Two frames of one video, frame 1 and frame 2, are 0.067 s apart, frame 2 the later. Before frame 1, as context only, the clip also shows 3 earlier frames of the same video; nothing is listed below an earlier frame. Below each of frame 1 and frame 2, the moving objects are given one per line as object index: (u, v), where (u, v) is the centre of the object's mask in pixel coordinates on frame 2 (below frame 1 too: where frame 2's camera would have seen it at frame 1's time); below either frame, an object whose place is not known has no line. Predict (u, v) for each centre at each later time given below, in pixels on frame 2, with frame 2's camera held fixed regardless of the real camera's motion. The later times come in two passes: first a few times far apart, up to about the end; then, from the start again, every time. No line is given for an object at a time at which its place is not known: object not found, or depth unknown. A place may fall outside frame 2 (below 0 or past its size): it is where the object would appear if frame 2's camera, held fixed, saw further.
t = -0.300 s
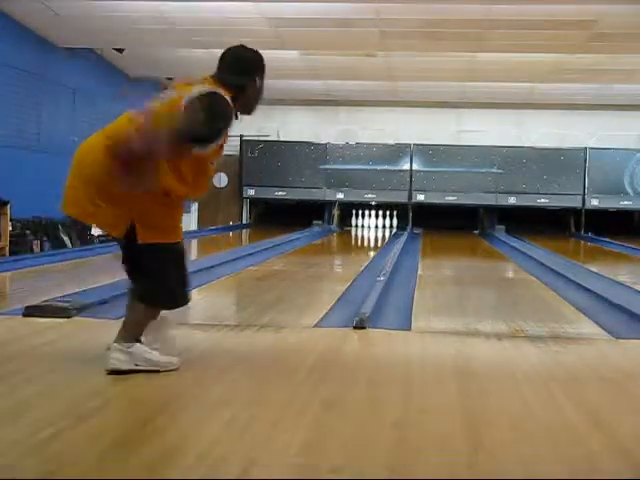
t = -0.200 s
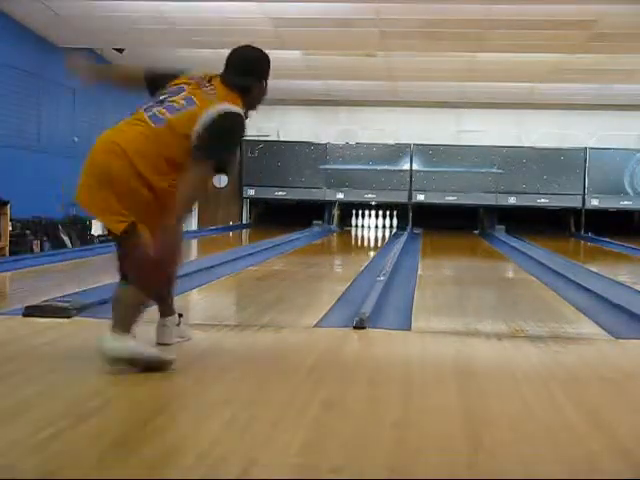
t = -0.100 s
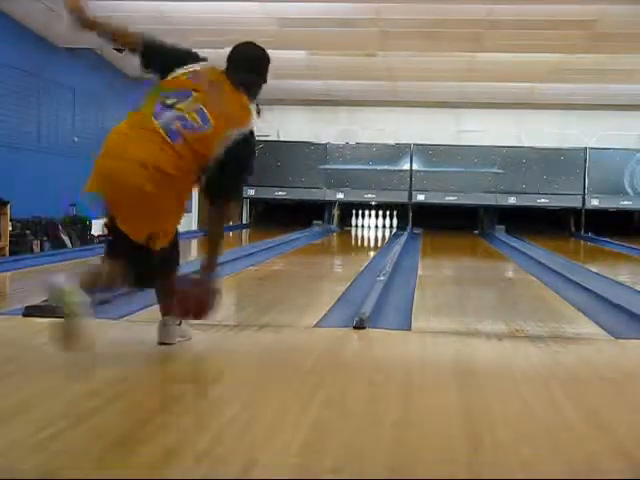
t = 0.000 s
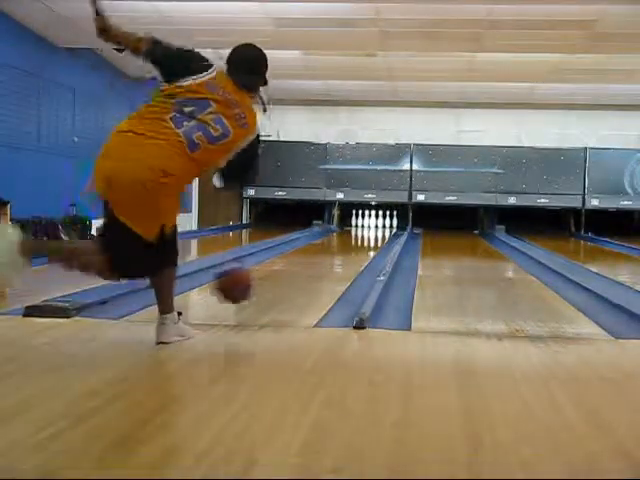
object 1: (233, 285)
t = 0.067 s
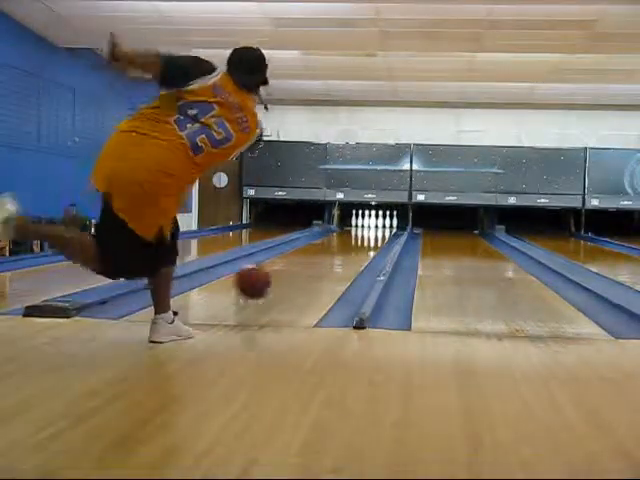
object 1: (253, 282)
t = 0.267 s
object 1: (295, 274)
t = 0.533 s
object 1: (327, 261)
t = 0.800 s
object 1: (346, 246)
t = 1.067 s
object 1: (361, 240)
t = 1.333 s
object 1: (371, 234)
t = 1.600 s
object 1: (373, 232)
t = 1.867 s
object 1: (377, 227)
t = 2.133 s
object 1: (377, 225)
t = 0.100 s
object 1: (261, 283)
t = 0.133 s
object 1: (269, 284)
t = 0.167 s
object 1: (276, 284)
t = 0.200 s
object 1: (283, 280)
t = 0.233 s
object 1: (289, 278)
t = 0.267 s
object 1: (295, 274)
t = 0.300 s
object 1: (301, 272)
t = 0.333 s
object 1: (305, 270)
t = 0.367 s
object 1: (309, 267)
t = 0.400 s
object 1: (313, 266)
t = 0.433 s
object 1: (317, 264)
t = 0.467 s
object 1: (320, 263)
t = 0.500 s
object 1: (324, 262)
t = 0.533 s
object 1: (327, 261)
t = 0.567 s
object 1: (330, 259)
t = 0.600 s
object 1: (333, 259)
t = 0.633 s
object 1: (337, 254)
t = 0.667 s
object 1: (340, 252)
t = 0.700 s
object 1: (343, 250)
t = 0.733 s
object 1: (344, 249)
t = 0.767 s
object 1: (344, 248)
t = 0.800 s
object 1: (346, 246)
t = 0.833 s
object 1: (347, 246)
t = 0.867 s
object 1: (352, 245)
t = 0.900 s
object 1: (354, 244)
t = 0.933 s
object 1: (354, 245)
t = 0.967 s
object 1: (357, 242)
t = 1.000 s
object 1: (358, 242)
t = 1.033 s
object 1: (360, 240)
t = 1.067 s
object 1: (361, 240)
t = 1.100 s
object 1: (362, 239)
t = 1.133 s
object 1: (362, 239)
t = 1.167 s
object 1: (365, 238)
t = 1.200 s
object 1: (367, 236)
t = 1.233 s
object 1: (369, 235)
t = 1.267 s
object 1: (369, 236)
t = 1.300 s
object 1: (369, 236)
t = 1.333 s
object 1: (371, 234)
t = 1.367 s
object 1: (371, 233)
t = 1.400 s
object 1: (372, 232)
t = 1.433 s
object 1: (372, 232)
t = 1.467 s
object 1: (372, 232)
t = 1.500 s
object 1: (373, 232)
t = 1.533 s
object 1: (373, 232)
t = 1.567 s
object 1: (374, 230)
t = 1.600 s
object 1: (373, 232)
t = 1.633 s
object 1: (376, 229)
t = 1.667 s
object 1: (376, 229)
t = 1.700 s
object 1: (376, 228)
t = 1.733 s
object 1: (377, 228)
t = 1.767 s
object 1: (377, 228)
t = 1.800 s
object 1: (377, 228)
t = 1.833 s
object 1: (377, 227)
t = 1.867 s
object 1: (377, 227)
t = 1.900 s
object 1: (378, 227)
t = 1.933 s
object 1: (377, 227)
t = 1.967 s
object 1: (377, 226)
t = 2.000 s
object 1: (377, 226)
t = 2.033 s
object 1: (377, 225)
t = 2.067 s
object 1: (377, 225)
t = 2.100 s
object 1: (378, 224)
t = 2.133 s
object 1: (377, 225)
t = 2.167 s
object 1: (379, 221)
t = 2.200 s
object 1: (380, 220)
